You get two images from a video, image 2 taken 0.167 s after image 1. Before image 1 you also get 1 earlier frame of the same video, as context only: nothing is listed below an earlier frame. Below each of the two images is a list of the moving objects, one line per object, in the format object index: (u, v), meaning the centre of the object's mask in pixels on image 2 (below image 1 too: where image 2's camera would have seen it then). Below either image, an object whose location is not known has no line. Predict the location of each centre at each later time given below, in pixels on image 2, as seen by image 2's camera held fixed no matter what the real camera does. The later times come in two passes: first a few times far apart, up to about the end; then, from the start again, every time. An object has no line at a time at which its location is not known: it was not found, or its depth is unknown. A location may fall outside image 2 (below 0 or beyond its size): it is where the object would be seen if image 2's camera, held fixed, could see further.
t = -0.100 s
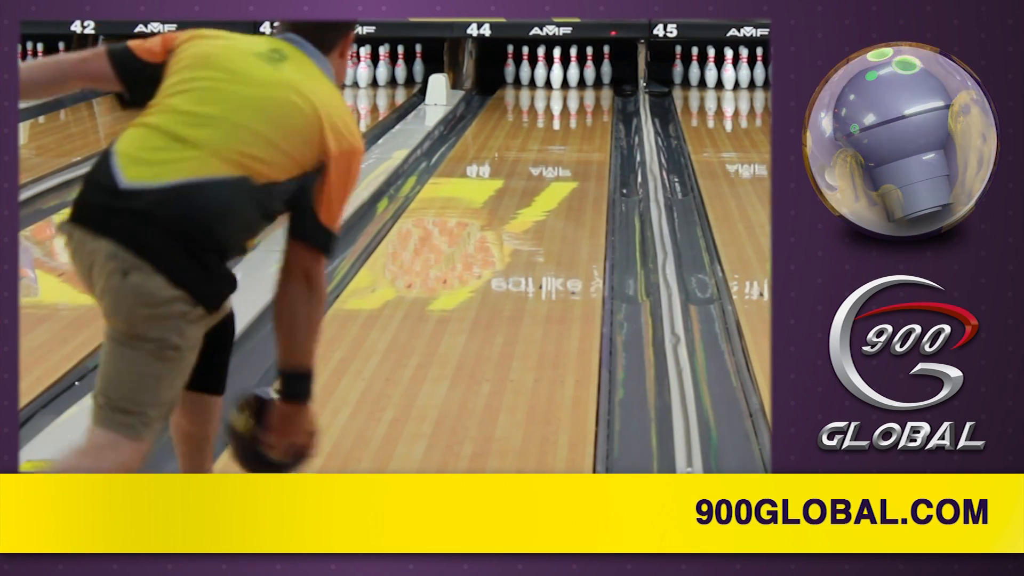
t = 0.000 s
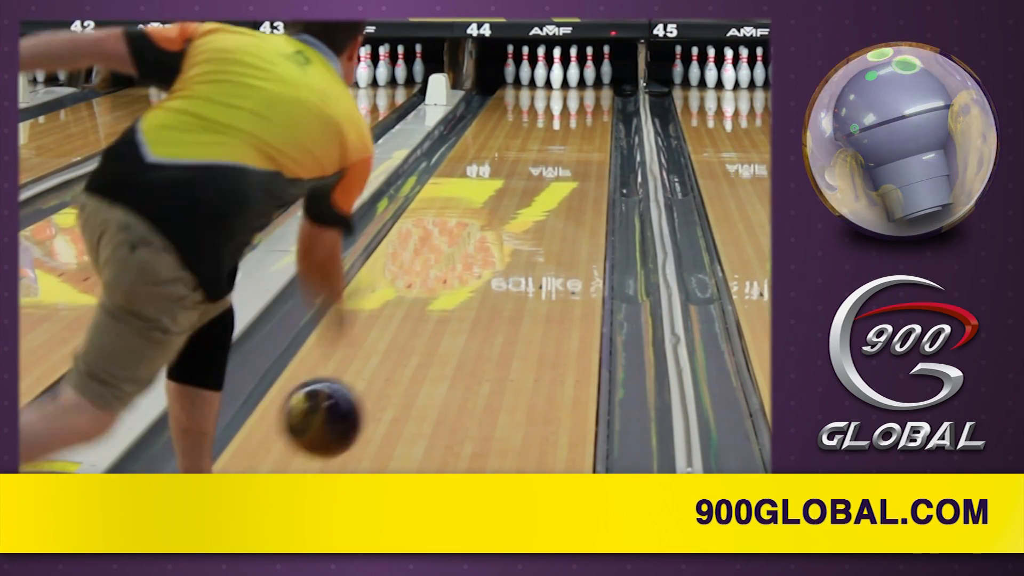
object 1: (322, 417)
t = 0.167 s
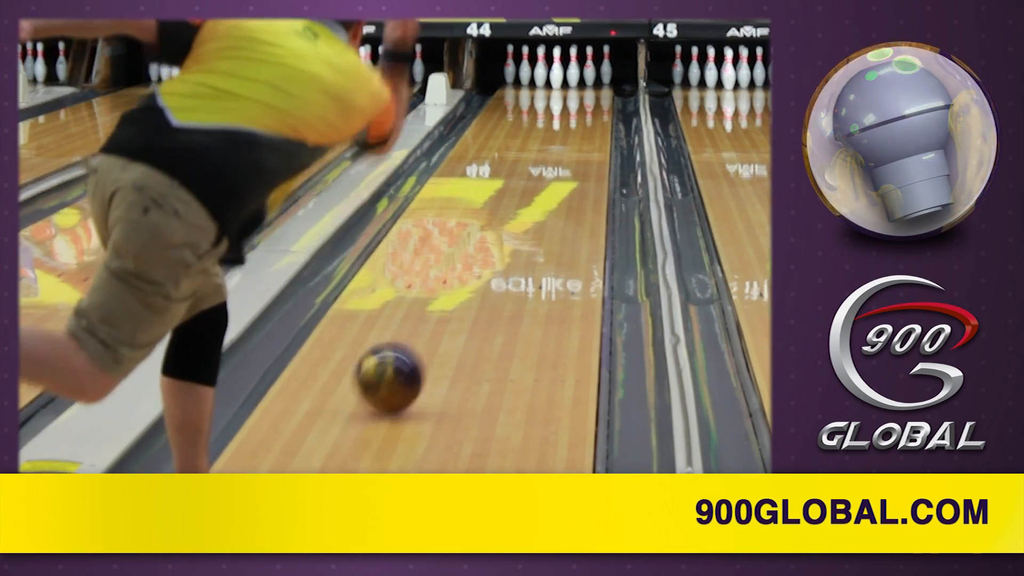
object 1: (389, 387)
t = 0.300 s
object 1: (429, 334)
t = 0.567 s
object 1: (488, 260)
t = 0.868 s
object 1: (531, 208)
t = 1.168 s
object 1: (560, 169)
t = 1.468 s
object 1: (579, 140)
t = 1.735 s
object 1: (590, 119)
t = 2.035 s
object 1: (589, 101)
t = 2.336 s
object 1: (576, 87)
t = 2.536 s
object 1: (565, 79)
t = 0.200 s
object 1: (399, 371)
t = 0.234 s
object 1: (410, 357)
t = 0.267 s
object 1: (420, 345)
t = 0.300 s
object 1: (429, 334)
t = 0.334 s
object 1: (437, 324)
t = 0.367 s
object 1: (445, 314)
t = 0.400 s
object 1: (454, 302)
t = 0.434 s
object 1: (461, 293)
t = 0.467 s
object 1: (468, 284)
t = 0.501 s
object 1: (475, 276)
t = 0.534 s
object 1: (481, 269)
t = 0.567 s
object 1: (488, 260)
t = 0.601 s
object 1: (493, 254)
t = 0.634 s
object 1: (499, 248)
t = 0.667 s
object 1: (504, 241)
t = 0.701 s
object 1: (509, 236)
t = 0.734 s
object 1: (513, 229)
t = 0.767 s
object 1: (518, 224)
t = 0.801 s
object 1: (523, 218)
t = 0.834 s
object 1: (526, 213)
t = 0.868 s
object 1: (531, 208)
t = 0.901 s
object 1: (534, 203)
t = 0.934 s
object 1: (538, 198)
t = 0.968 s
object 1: (542, 193)
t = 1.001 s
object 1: (544, 188)
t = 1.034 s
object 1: (548, 184)
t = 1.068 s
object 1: (551, 180)
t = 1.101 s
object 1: (554, 176)
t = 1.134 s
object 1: (557, 172)
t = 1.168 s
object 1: (560, 169)
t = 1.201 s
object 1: (563, 165)
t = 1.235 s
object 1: (565, 161)
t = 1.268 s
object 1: (568, 158)
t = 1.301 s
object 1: (570, 154)
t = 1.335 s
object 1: (572, 152)
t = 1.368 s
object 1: (574, 148)
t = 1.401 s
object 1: (576, 145)
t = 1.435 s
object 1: (578, 142)
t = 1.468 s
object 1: (579, 140)
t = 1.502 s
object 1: (581, 136)
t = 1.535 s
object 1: (583, 134)
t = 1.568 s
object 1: (584, 131)
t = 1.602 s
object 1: (586, 128)
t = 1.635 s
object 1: (586, 126)
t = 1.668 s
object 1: (588, 123)
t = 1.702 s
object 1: (588, 121)
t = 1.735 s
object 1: (590, 119)
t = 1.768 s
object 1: (590, 117)
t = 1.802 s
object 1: (591, 114)
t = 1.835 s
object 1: (591, 112)
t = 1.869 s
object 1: (591, 110)
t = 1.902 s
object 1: (591, 109)
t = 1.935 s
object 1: (591, 107)
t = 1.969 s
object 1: (590, 104)
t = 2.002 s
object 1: (590, 103)
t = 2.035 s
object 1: (589, 101)
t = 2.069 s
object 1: (588, 100)
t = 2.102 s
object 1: (587, 98)
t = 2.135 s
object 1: (586, 96)
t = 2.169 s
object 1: (585, 94)
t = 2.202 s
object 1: (583, 93)
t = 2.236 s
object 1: (582, 91)
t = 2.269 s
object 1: (580, 90)
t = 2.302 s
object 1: (578, 89)
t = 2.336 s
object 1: (576, 87)
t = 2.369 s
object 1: (574, 86)
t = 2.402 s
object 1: (572, 85)
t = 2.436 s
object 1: (571, 83)
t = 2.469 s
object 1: (569, 82)
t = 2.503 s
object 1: (567, 81)
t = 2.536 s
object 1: (565, 79)
